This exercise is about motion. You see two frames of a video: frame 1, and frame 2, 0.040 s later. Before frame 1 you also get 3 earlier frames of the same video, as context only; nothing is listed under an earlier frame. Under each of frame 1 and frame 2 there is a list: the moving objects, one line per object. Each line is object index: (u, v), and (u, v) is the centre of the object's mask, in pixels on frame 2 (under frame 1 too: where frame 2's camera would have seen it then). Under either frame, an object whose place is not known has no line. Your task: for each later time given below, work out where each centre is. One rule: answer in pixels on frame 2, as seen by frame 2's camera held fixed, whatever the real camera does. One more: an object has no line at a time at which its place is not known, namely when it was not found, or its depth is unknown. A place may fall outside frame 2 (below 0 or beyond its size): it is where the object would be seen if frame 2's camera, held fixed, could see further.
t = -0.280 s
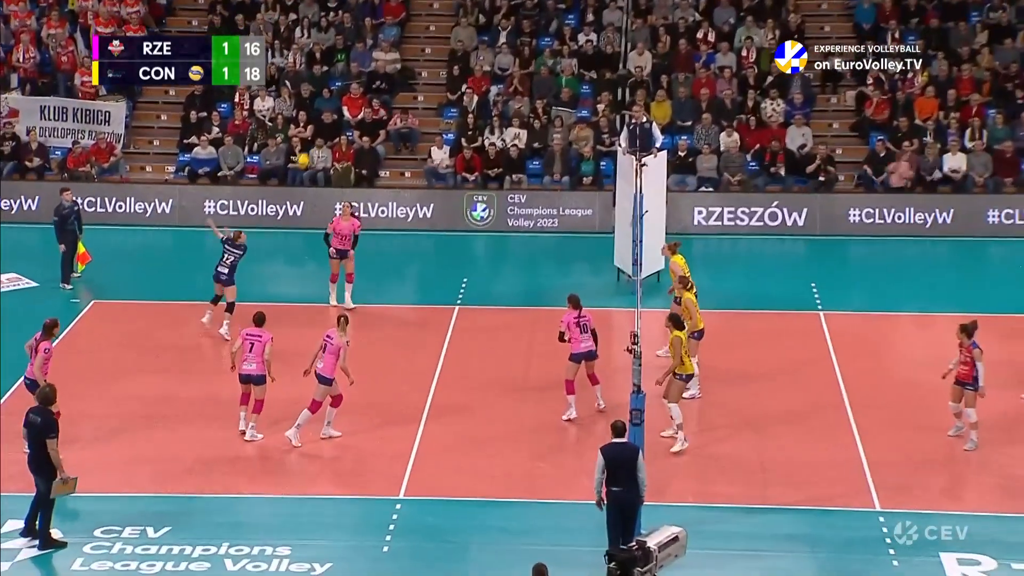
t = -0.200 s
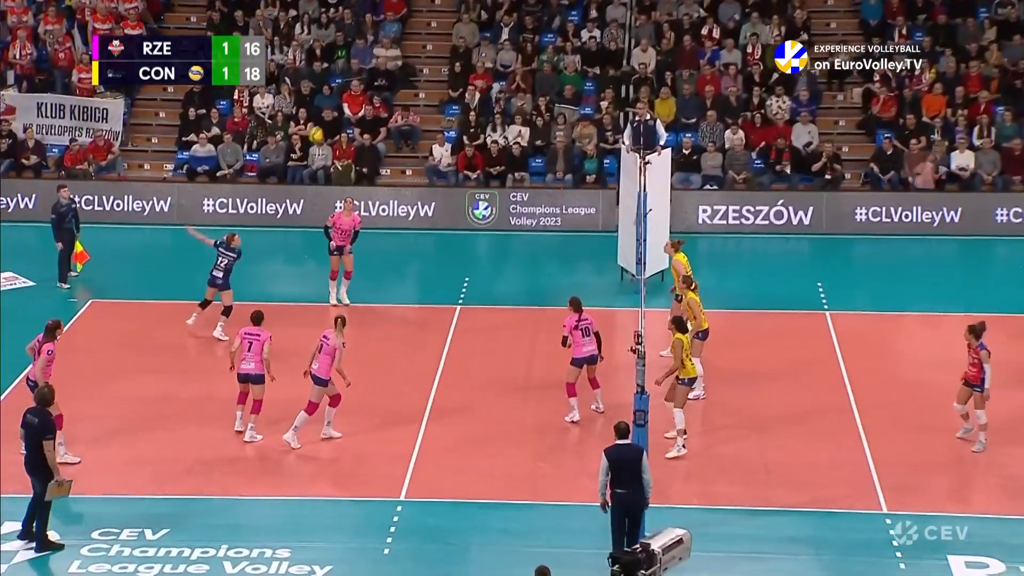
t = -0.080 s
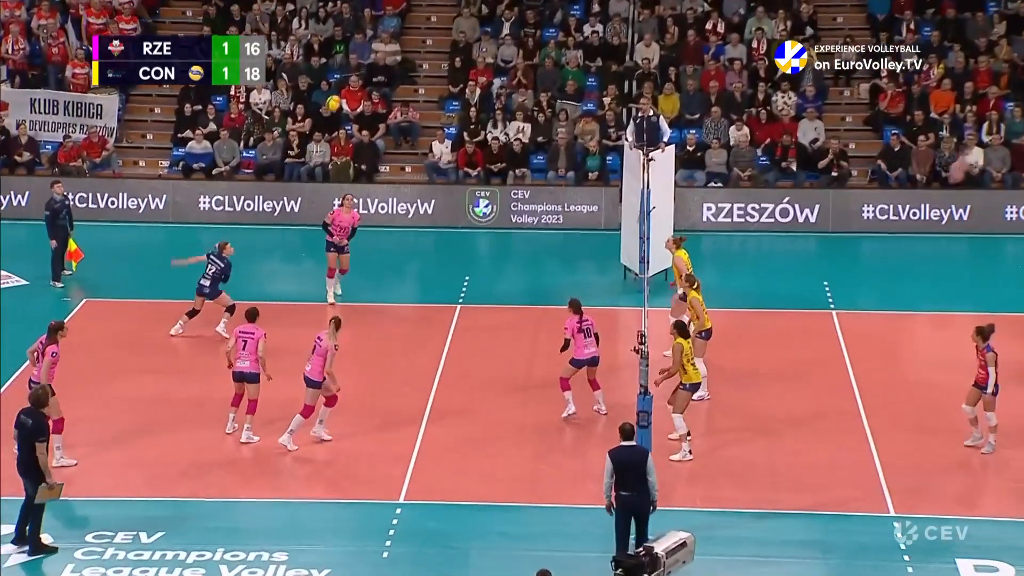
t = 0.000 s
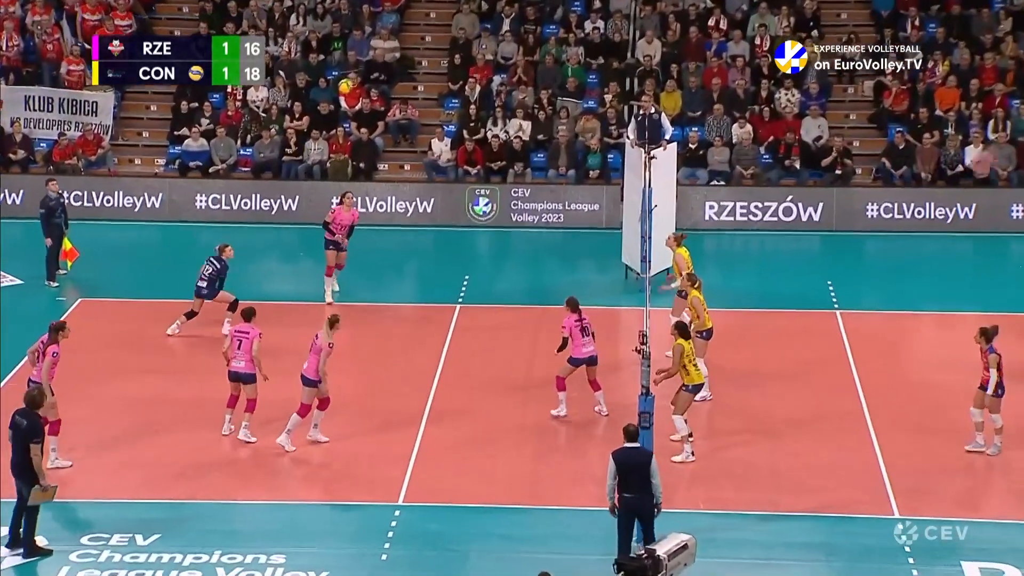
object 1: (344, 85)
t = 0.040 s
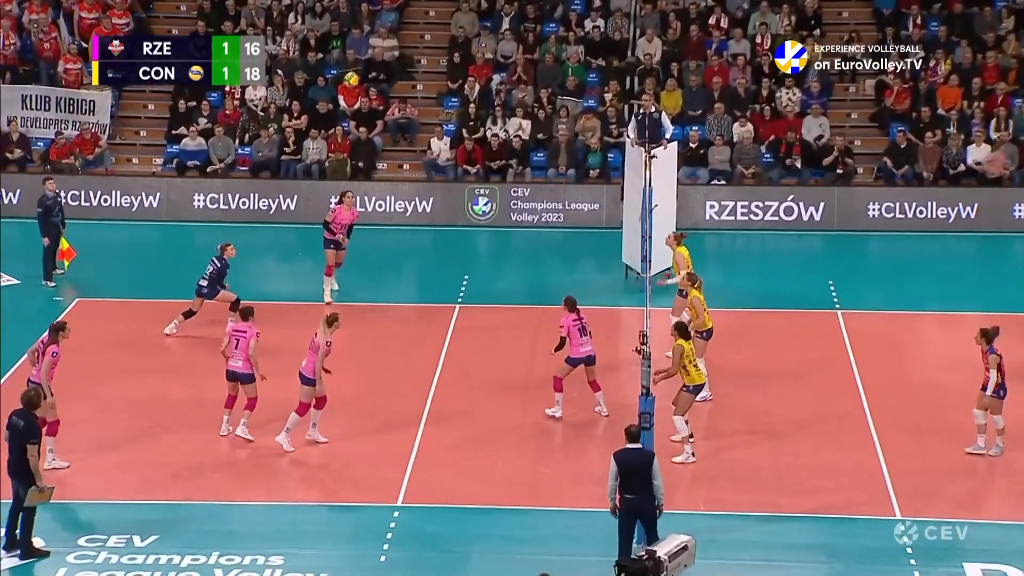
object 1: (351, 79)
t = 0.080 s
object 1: (358, 76)
